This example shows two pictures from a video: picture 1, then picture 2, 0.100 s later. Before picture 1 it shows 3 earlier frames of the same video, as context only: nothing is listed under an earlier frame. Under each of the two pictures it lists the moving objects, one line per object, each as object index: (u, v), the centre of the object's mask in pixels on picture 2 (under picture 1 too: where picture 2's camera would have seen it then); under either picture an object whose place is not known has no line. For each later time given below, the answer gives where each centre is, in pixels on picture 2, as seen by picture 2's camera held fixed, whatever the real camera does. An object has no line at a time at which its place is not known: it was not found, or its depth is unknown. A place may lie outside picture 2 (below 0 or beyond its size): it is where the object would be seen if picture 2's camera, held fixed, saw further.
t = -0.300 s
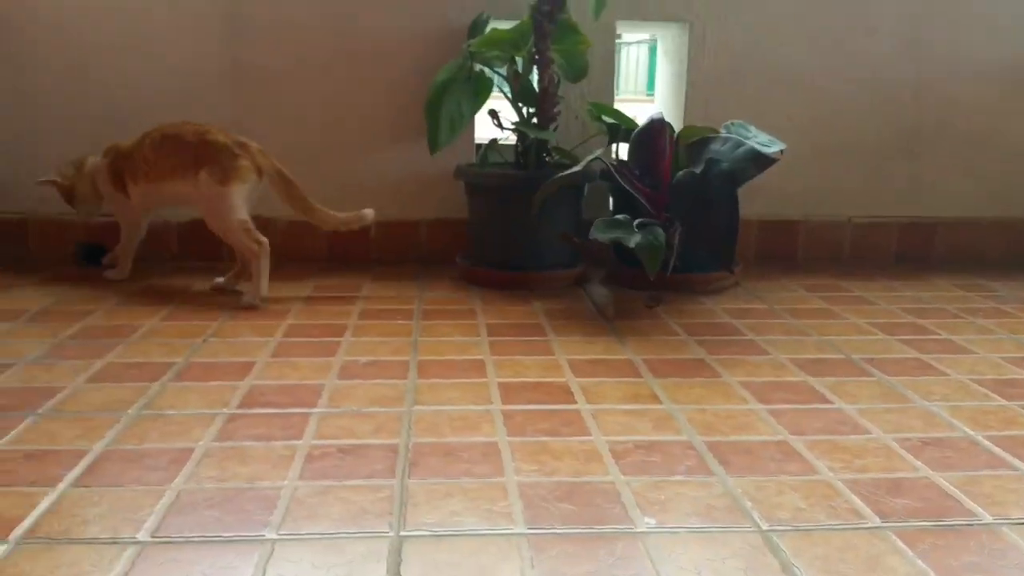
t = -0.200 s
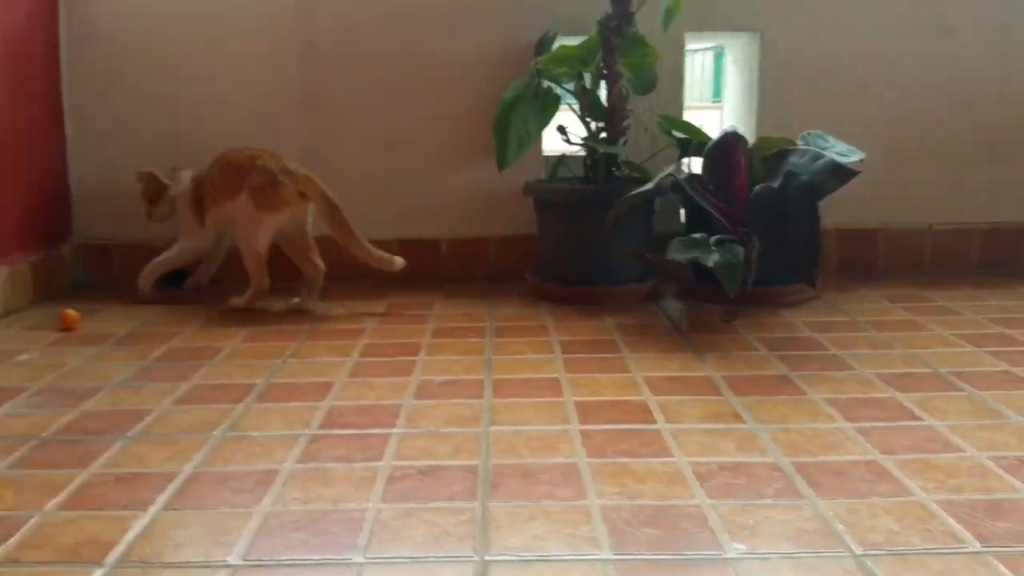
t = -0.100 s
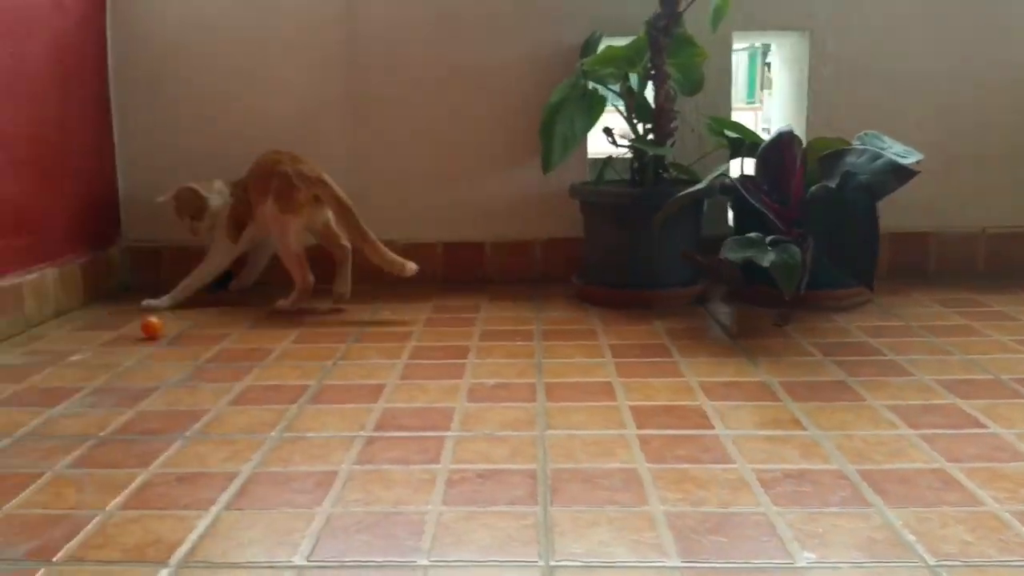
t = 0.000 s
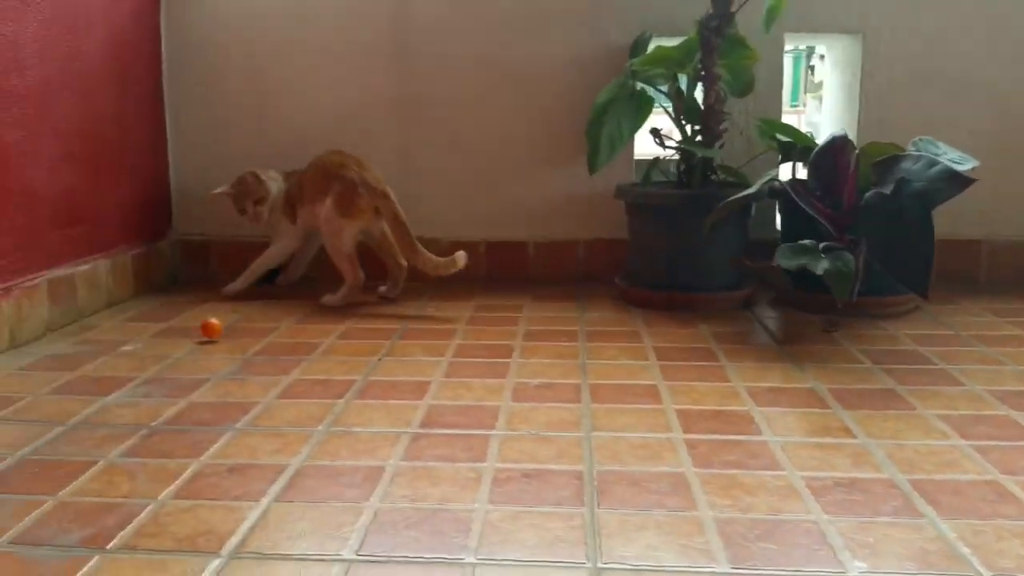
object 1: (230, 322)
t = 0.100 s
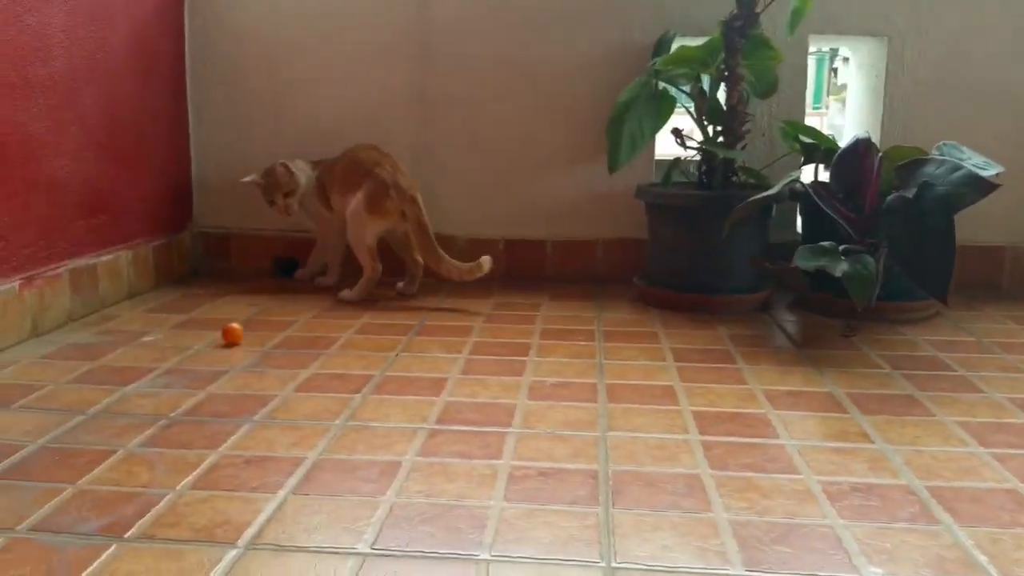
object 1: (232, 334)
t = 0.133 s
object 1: (233, 334)
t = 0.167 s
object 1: (233, 343)
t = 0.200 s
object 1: (232, 348)
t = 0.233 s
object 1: (232, 354)
